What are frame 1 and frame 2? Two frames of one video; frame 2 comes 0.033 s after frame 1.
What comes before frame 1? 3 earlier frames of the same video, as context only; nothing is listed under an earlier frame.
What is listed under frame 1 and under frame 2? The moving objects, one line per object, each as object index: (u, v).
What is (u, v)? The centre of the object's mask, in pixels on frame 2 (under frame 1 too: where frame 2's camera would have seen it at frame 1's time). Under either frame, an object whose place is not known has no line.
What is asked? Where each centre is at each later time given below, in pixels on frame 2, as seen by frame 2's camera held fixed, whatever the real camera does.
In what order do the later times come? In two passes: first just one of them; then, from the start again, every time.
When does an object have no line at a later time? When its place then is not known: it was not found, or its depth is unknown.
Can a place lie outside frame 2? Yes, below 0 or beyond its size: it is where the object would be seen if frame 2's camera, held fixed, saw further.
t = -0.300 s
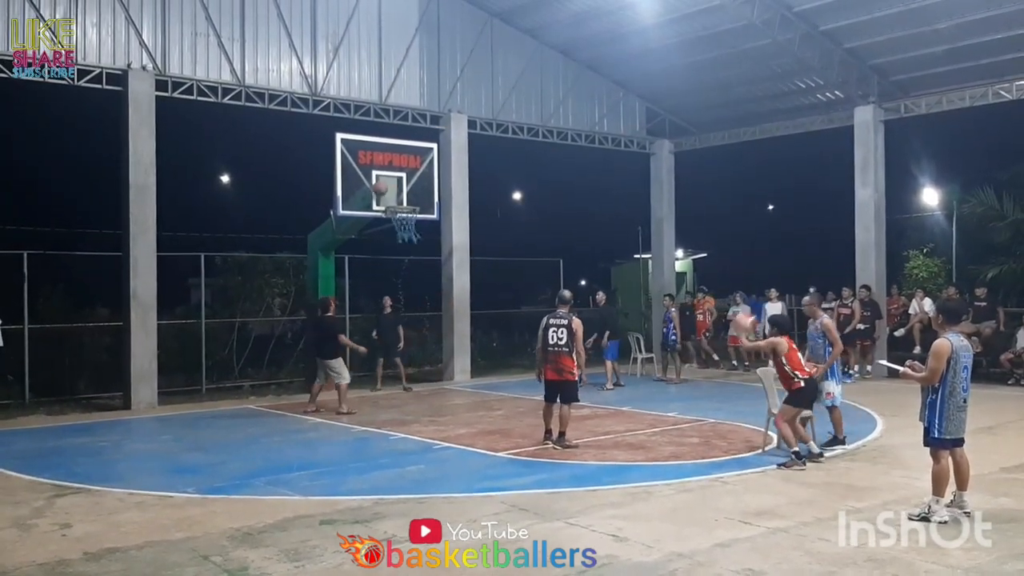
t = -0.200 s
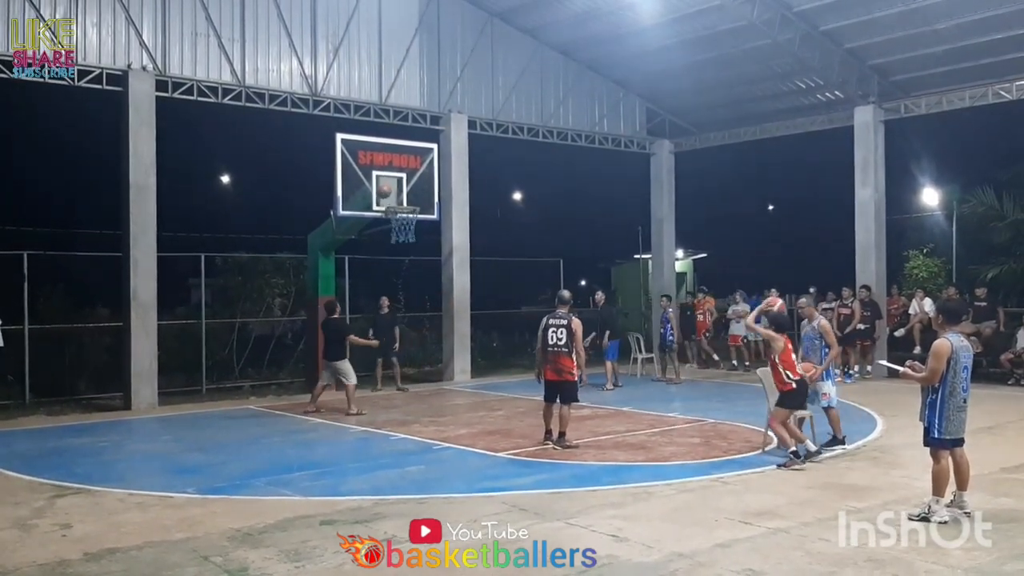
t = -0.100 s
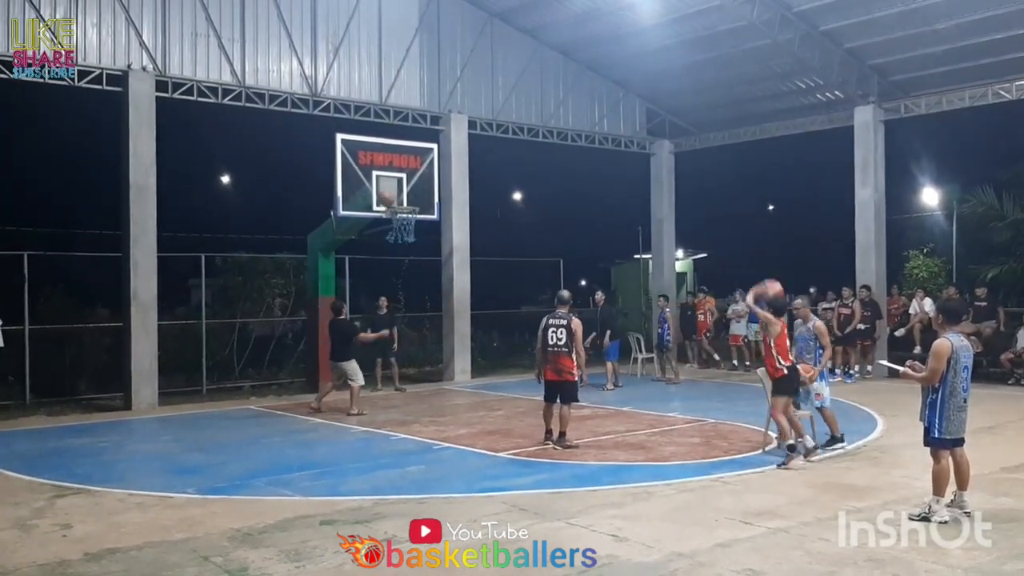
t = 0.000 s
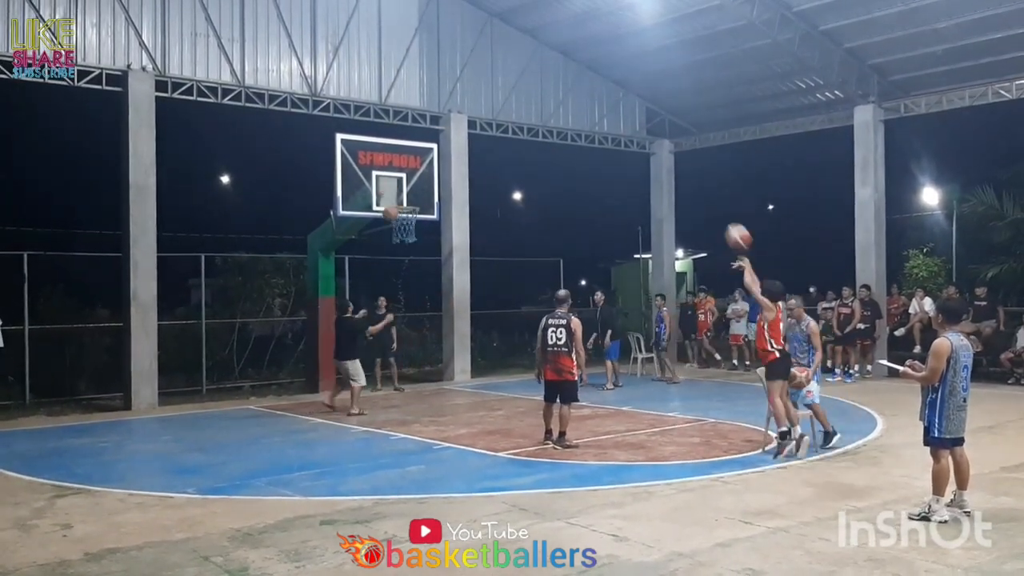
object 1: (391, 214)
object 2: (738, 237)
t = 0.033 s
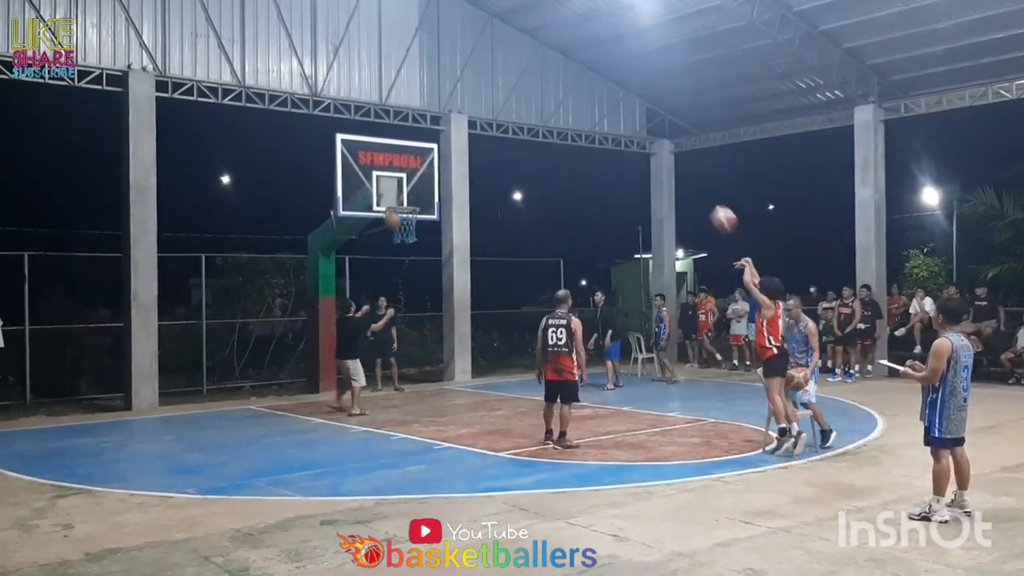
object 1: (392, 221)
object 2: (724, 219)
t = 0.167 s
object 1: (398, 253)
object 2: (668, 160)
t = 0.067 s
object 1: (393, 226)
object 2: (709, 202)
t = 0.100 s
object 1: (395, 235)
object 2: (695, 187)
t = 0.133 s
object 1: (396, 244)
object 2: (681, 173)
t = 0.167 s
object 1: (398, 253)
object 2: (668, 160)
